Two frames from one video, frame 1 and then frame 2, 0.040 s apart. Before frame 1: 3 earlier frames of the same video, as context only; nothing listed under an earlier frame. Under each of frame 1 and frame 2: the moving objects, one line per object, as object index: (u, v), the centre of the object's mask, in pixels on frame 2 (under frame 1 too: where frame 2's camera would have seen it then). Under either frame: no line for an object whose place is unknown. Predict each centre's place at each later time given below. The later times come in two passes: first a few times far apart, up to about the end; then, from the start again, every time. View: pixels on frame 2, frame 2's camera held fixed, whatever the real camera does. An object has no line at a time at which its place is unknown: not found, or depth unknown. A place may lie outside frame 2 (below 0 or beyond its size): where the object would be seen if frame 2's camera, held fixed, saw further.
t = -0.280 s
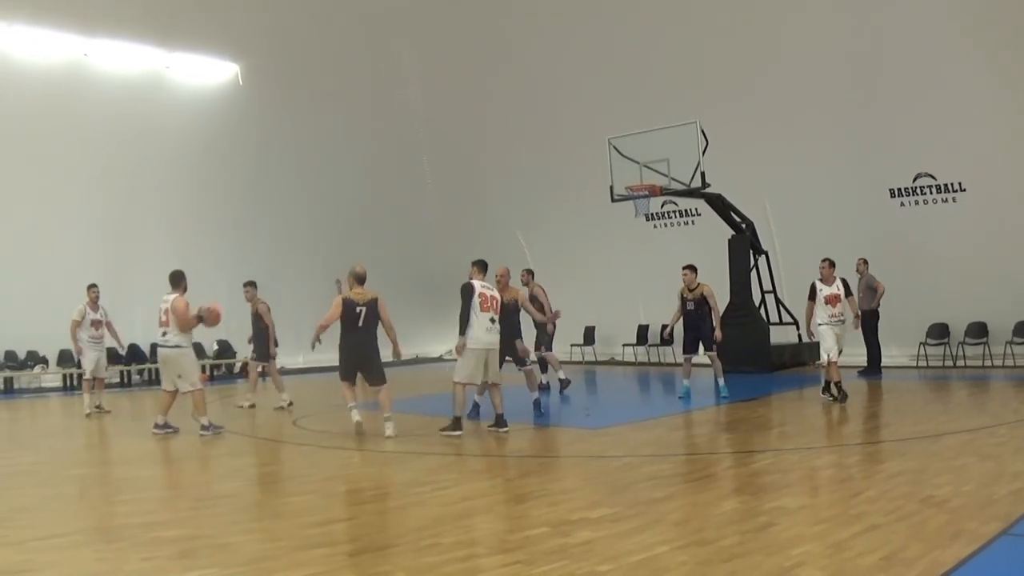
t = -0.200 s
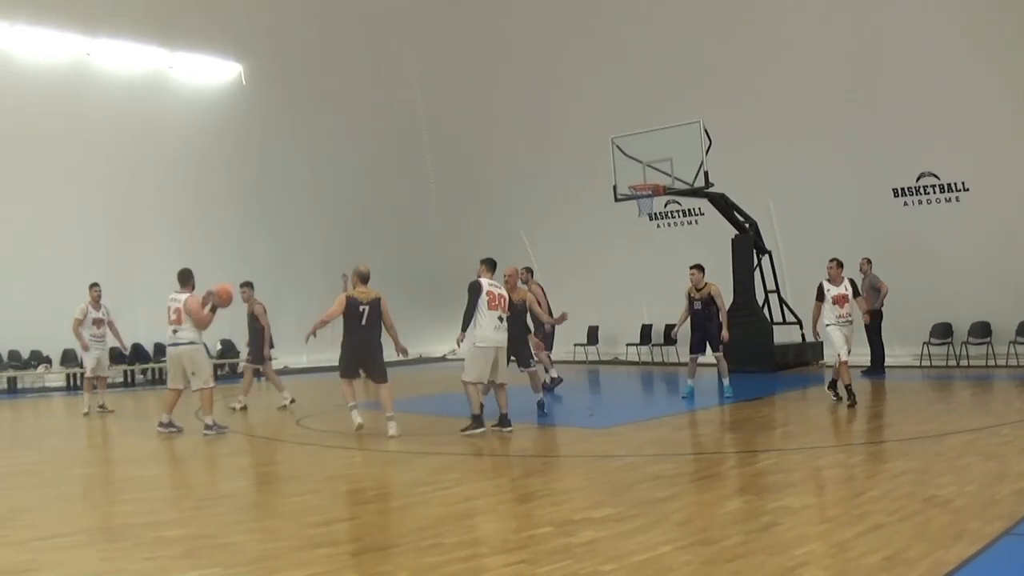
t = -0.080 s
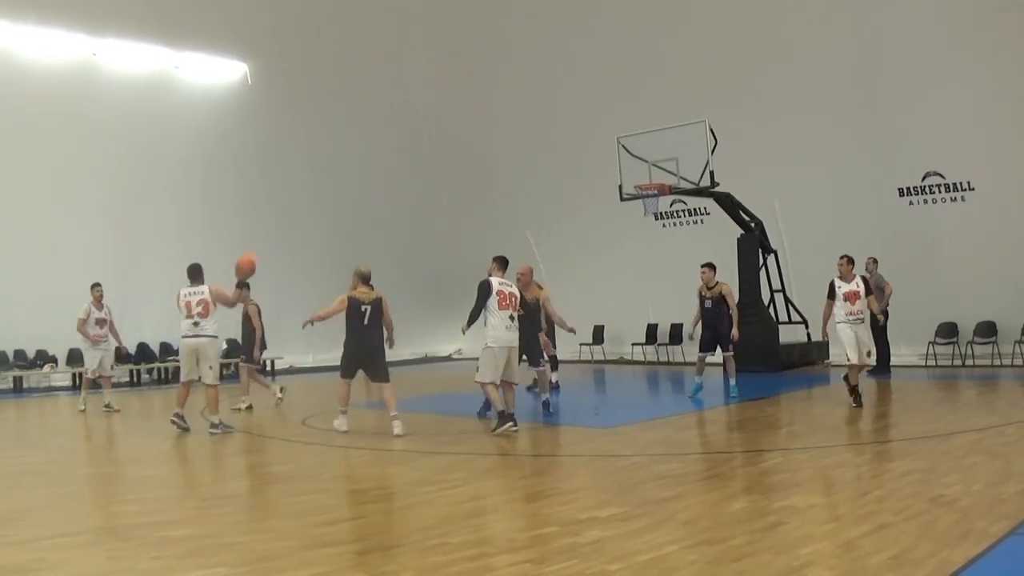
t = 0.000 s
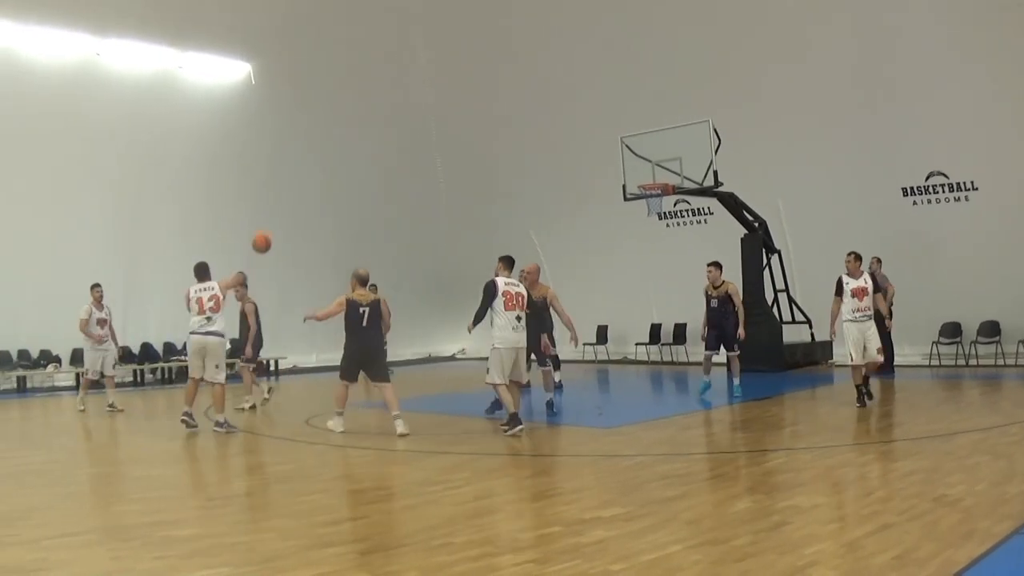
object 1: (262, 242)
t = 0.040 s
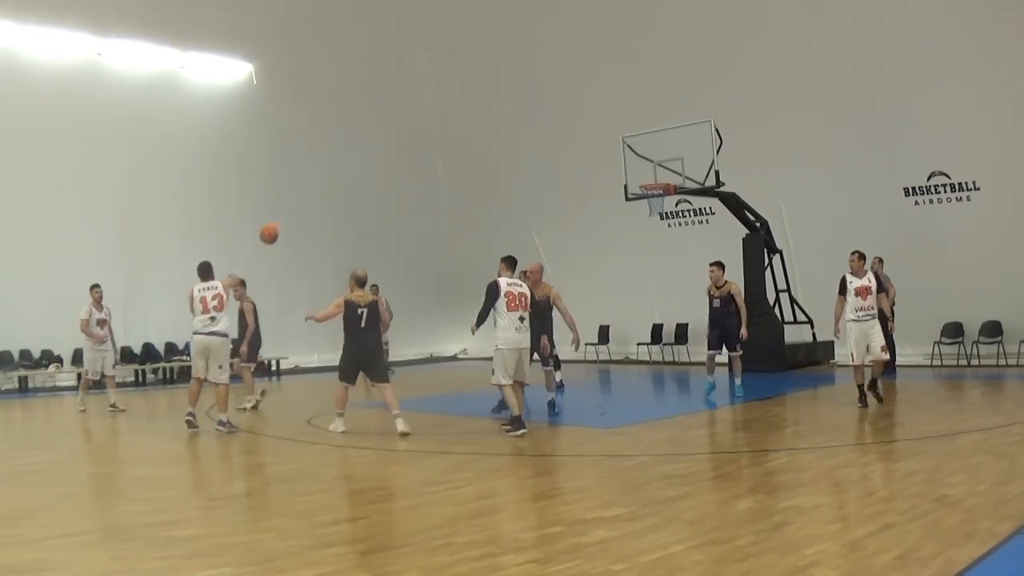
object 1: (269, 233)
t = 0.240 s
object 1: (297, 212)
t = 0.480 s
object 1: (323, 219)
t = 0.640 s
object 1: (338, 240)
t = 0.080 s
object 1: (275, 226)
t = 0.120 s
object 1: (281, 221)
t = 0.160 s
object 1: (287, 216)
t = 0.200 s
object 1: (292, 214)
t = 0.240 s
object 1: (297, 212)
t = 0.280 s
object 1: (302, 211)
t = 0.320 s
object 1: (307, 211)
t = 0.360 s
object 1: (311, 212)
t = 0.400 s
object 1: (315, 214)
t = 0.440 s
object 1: (319, 216)
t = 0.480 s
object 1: (323, 219)
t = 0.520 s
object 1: (327, 224)
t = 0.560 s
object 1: (330, 229)
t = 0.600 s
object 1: (335, 234)
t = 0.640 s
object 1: (338, 240)
